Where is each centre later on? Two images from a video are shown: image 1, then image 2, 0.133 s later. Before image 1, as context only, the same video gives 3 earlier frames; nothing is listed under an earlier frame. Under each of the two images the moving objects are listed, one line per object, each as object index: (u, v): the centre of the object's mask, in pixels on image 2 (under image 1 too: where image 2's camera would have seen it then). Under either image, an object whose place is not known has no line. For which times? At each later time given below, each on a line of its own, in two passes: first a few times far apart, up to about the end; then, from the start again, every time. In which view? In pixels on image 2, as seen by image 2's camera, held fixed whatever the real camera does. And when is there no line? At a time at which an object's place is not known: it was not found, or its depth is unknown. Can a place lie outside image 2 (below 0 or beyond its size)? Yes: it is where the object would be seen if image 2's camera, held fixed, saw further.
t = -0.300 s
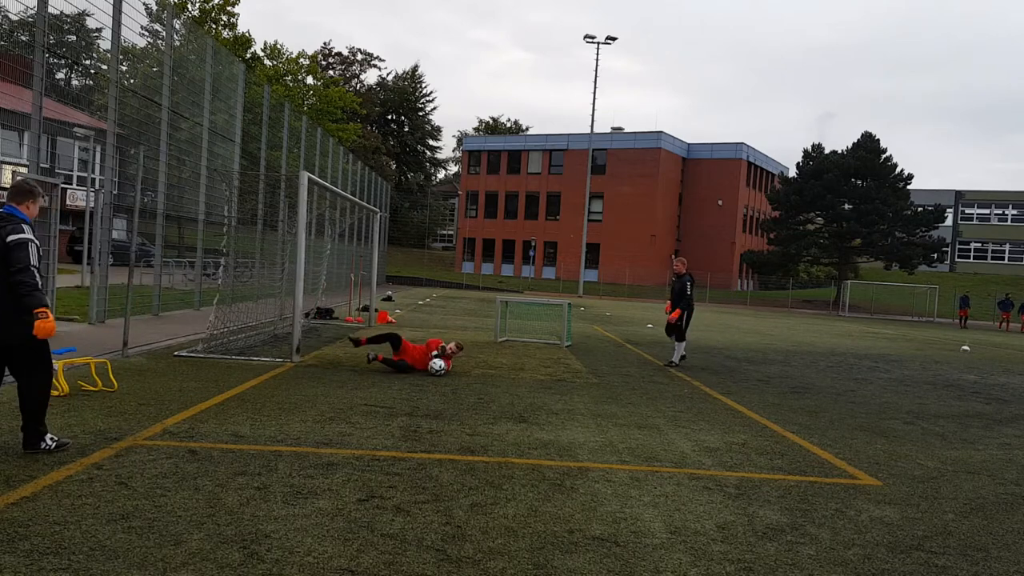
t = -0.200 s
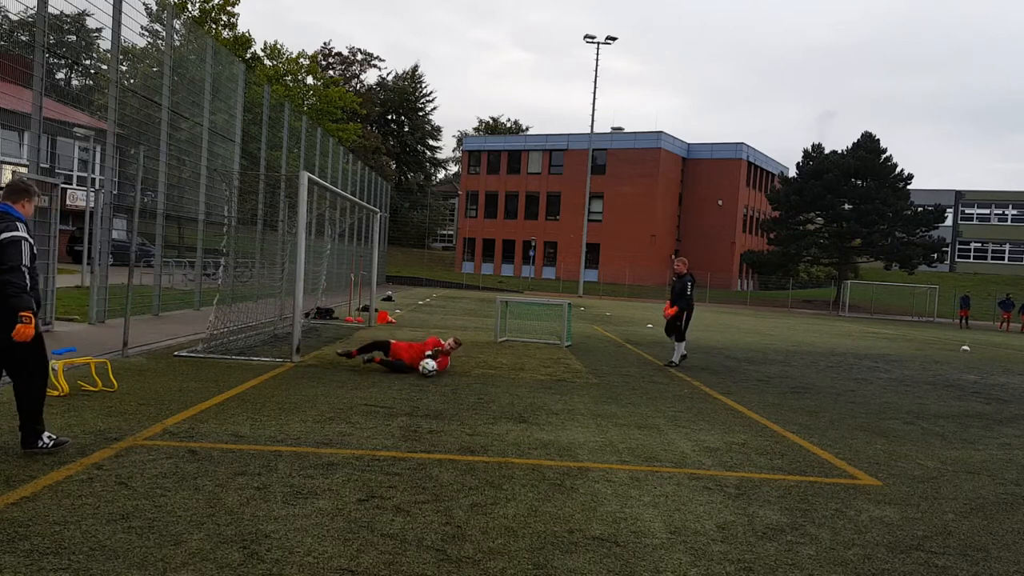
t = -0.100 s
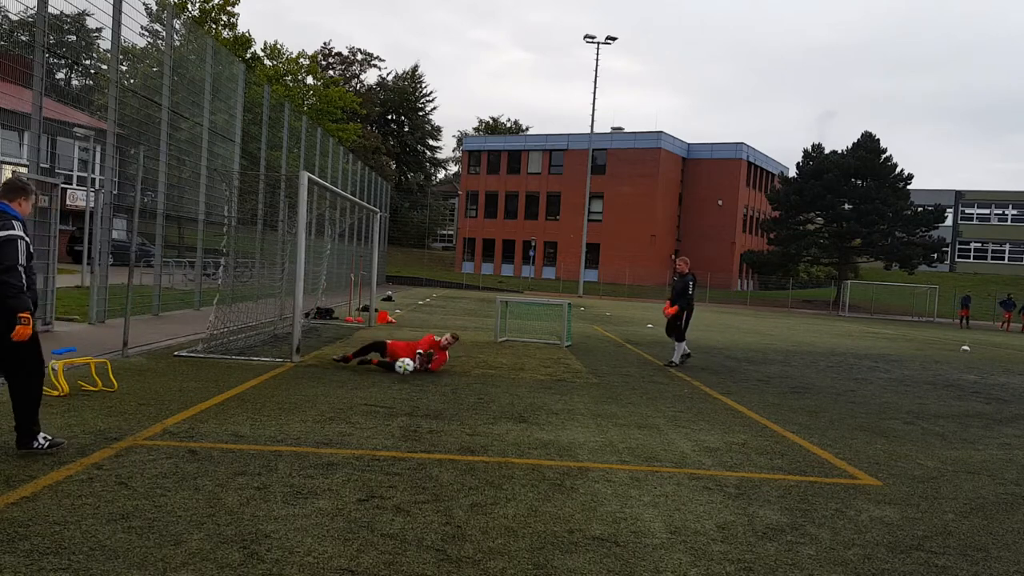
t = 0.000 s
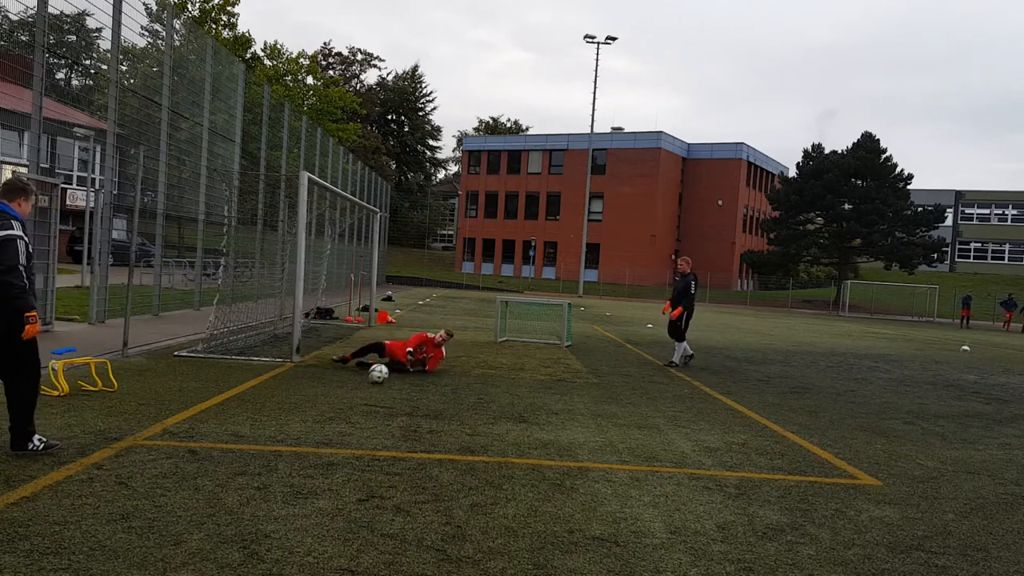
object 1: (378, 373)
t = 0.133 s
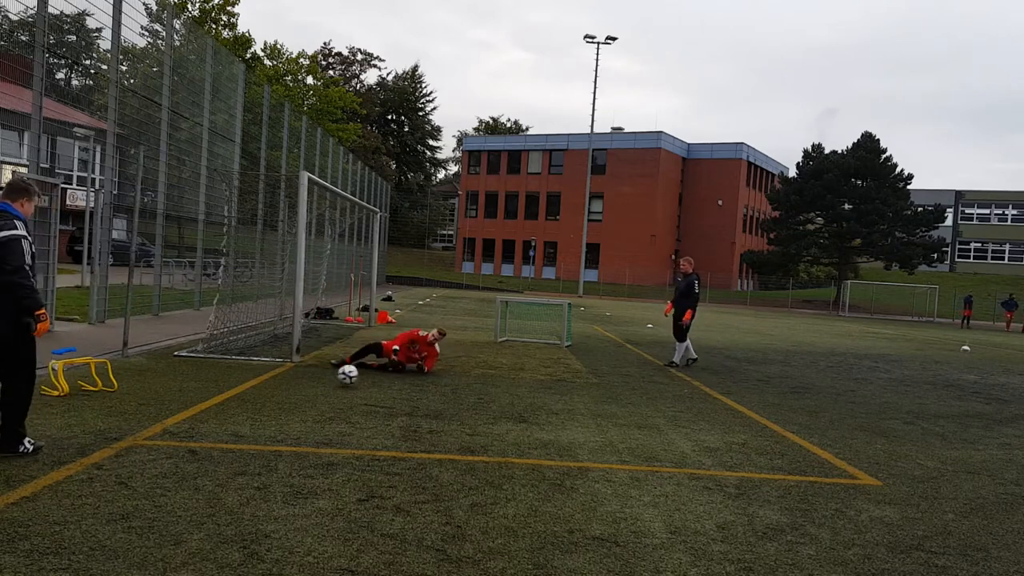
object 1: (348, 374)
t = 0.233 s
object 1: (326, 377)
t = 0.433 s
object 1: (285, 384)
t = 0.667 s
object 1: (234, 388)
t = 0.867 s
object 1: (187, 394)
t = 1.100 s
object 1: (125, 401)
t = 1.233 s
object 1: (88, 405)
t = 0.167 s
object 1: (339, 376)
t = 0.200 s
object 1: (332, 377)
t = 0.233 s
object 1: (326, 377)
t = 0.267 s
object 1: (319, 377)
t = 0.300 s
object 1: (312, 378)
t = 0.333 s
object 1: (305, 381)
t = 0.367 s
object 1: (298, 382)
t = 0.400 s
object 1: (292, 382)
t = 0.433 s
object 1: (285, 384)
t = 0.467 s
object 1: (278, 384)
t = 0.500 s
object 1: (271, 385)
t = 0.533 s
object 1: (264, 386)
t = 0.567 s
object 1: (257, 387)
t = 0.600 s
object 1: (250, 387)
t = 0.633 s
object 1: (242, 388)
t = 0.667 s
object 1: (234, 388)
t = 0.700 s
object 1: (227, 389)
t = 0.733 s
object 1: (219, 391)
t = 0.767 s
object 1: (211, 392)
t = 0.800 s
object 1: (202, 392)
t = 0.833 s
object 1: (195, 394)
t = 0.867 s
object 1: (187, 394)
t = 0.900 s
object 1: (178, 396)
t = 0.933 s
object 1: (169, 397)
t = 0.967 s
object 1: (161, 397)
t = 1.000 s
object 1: (152, 398)
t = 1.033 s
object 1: (143, 399)
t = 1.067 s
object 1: (134, 400)
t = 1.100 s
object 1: (125, 401)
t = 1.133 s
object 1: (116, 403)
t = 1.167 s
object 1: (106, 404)
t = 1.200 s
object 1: (97, 404)
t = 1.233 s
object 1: (88, 405)
